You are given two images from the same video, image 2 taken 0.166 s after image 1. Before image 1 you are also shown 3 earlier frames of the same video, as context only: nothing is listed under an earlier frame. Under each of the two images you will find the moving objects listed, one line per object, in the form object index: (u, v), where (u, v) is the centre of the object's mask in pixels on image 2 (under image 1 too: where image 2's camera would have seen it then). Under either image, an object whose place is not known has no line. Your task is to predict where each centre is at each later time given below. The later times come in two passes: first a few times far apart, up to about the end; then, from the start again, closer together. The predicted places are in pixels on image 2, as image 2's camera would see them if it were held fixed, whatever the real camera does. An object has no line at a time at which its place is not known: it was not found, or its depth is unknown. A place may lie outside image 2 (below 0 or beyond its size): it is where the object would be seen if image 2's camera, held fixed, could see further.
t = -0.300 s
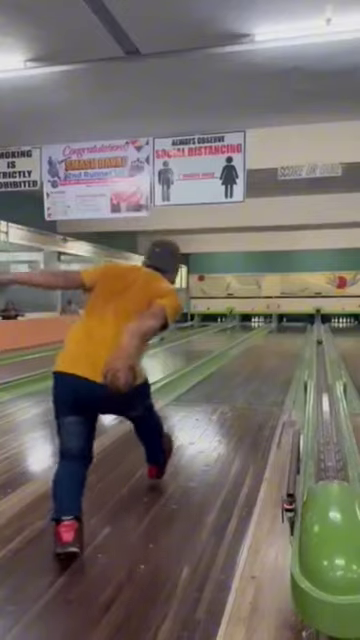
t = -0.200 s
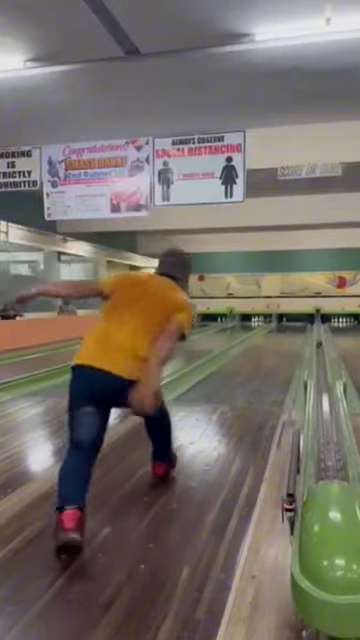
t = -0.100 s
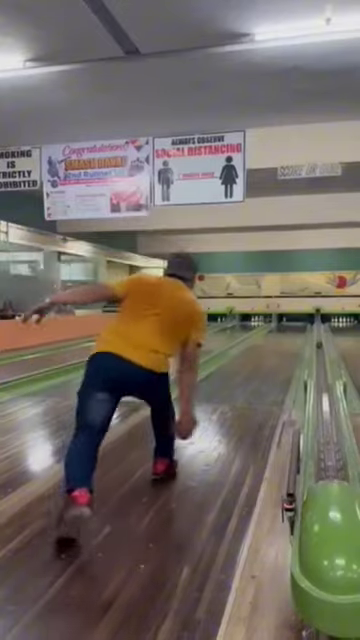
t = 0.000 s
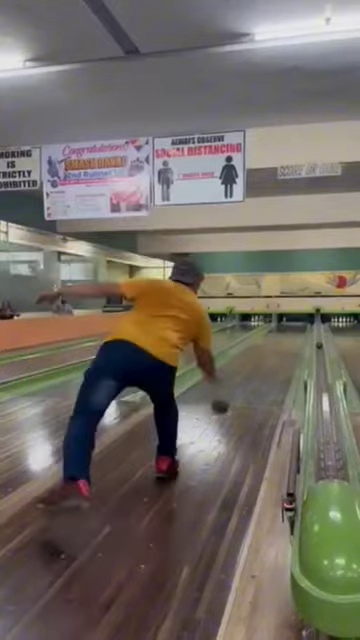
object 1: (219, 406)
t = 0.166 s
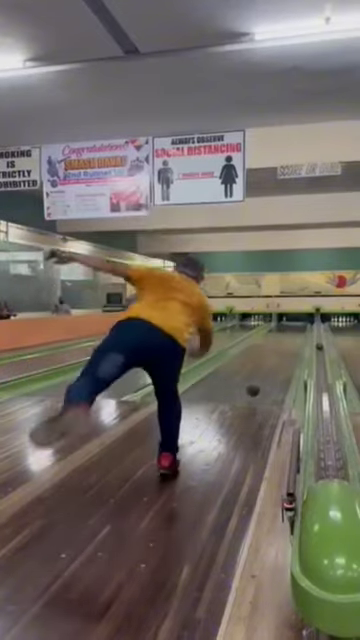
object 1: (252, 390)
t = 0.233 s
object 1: (261, 388)
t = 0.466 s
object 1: (280, 366)
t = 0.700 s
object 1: (289, 353)
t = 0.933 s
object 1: (294, 344)
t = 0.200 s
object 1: (257, 392)
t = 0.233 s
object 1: (261, 388)
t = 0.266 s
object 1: (264, 383)
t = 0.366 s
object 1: (273, 374)
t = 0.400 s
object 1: (275, 371)
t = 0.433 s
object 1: (278, 368)
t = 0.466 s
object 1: (280, 366)
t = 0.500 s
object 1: (281, 364)
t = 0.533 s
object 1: (283, 362)
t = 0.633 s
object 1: (287, 356)
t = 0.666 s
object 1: (288, 354)
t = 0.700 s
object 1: (289, 353)
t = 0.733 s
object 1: (290, 352)
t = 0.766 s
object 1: (291, 350)
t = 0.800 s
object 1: (291, 349)
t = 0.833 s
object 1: (292, 348)
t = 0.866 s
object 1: (293, 347)
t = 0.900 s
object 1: (293, 344)
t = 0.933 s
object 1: (294, 344)
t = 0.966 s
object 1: (294, 342)
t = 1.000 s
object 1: (295, 342)
